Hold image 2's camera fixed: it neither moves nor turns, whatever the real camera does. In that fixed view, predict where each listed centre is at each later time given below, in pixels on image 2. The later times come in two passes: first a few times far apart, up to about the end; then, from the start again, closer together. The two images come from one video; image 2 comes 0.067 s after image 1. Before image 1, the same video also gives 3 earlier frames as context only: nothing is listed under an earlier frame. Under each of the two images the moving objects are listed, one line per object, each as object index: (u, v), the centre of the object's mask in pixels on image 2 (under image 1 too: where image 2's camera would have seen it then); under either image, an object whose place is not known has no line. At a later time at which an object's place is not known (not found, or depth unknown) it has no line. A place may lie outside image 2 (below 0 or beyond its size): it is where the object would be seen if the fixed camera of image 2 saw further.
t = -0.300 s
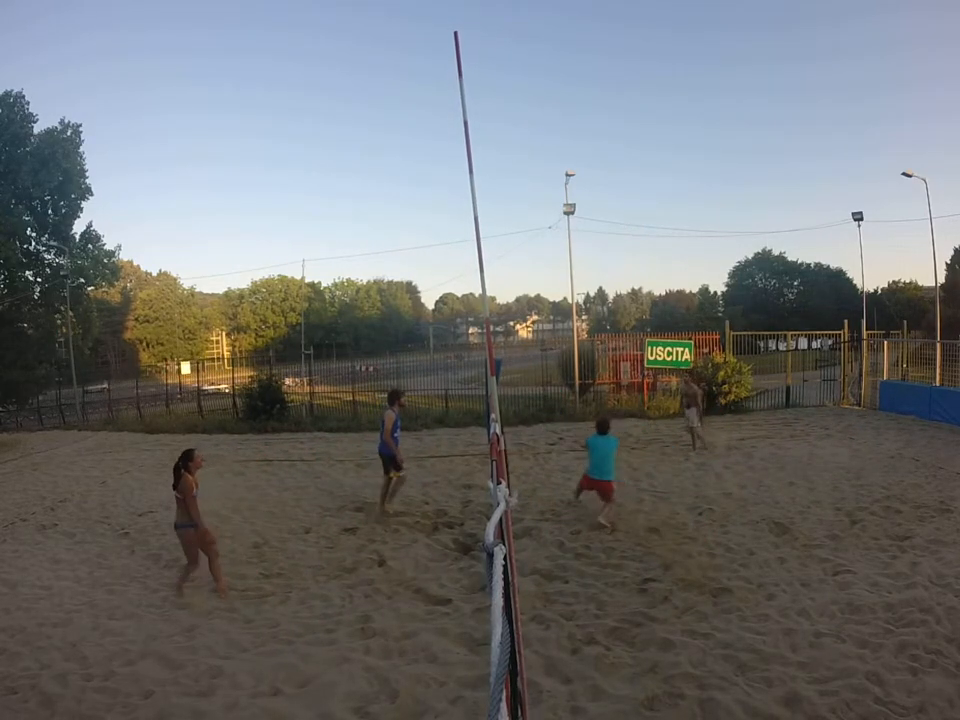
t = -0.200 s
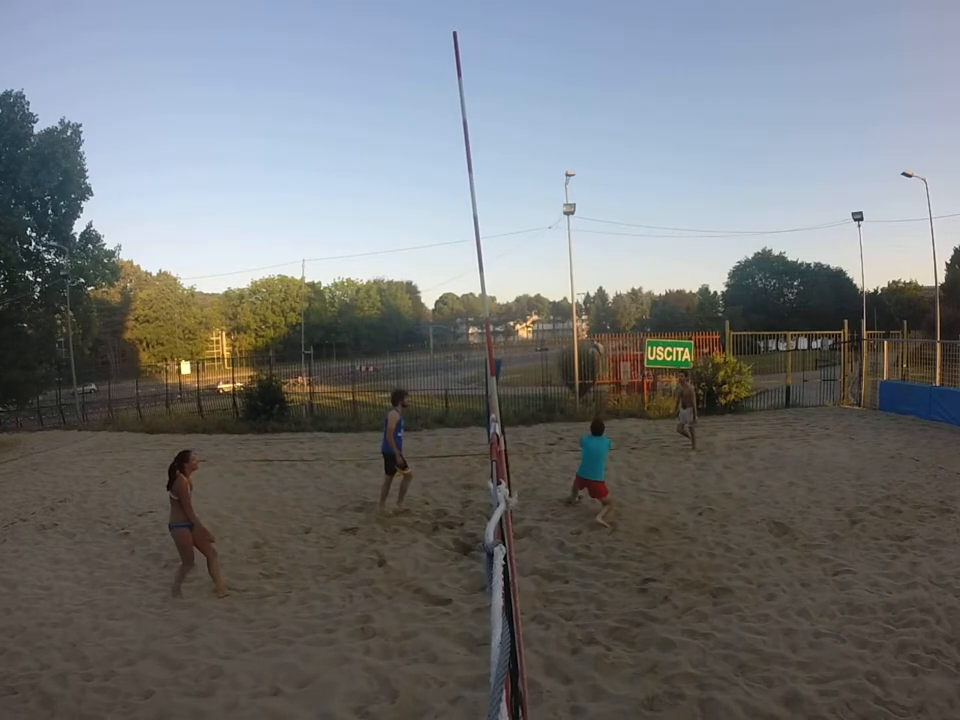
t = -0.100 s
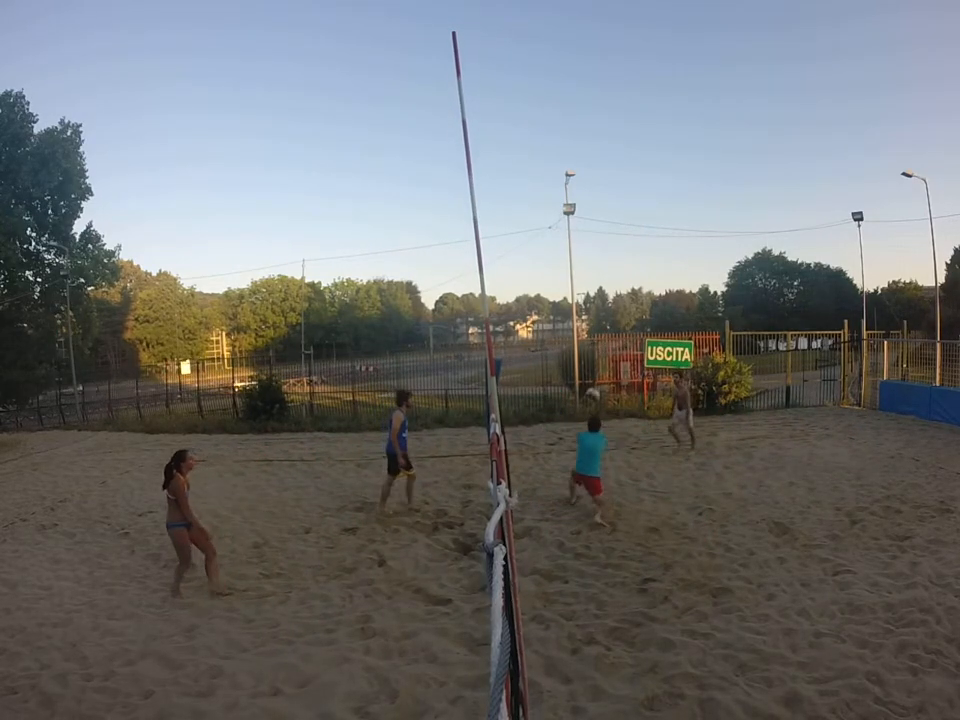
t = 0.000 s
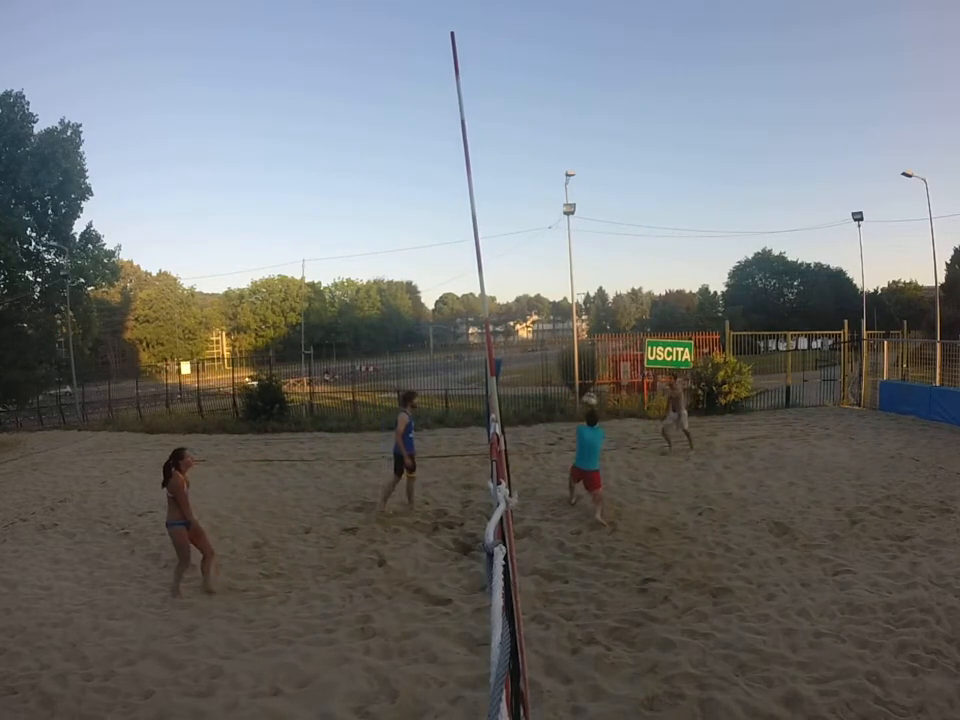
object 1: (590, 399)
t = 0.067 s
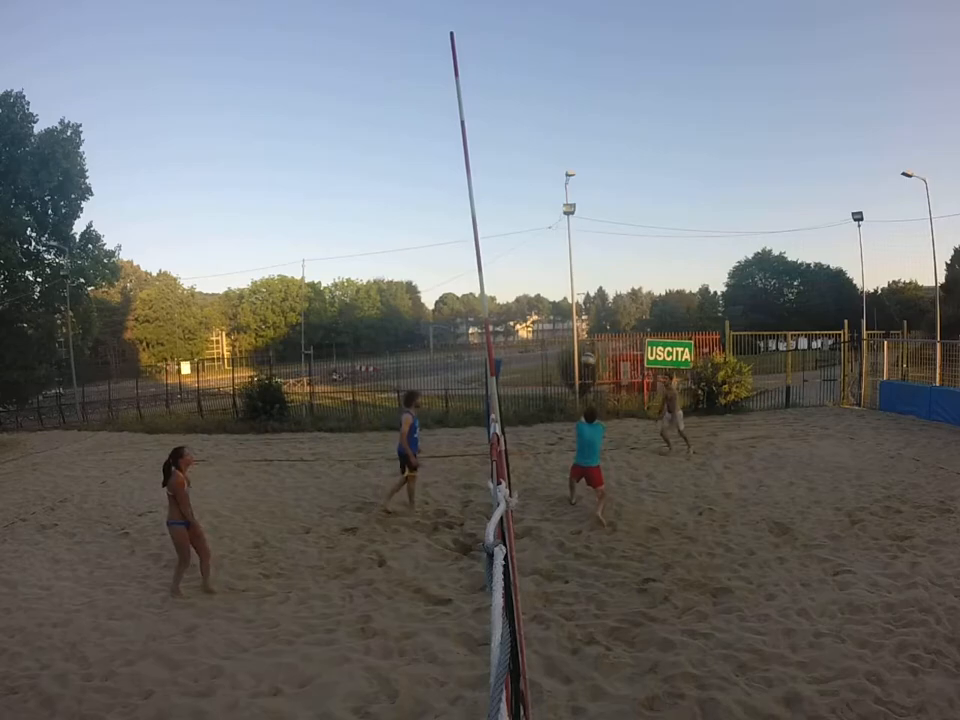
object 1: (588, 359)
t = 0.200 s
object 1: (584, 289)
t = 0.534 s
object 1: (579, 179)
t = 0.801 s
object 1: (578, 147)
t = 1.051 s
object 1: (579, 154)
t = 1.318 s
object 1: (584, 198)
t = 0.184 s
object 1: (585, 296)
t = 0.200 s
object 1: (584, 289)
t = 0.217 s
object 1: (584, 281)
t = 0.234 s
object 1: (584, 274)
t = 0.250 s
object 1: (583, 266)
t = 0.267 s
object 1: (583, 259)
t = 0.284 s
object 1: (583, 253)
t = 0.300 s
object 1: (582, 246)
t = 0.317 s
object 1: (582, 240)
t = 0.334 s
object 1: (582, 234)
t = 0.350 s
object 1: (582, 228)
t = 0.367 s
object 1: (581, 222)
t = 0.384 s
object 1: (581, 217)
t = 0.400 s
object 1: (581, 212)
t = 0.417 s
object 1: (581, 207)
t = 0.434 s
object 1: (581, 202)
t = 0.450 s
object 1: (580, 198)
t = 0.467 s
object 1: (580, 194)
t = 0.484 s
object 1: (579, 190)
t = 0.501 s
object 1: (579, 186)
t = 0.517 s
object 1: (579, 182)
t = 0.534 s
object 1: (579, 179)
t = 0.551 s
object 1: (579, 175)
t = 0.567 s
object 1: (579, 172)
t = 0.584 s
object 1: (578, 169)
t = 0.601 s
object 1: (578, 166)
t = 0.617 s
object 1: (578, 164)
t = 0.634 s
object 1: (578, 162)
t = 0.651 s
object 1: (578, 159)
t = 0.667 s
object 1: (578, 158)
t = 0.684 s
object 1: (577, 156)
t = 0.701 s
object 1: (577, 154)
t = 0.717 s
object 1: (577, 152)
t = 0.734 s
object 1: (577, 151)
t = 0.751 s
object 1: (577, 150)
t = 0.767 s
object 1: (578, 149)
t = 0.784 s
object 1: (577, 148)
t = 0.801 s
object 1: (578, 147)
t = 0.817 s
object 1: (578, 146)
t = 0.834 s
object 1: (578, 146)
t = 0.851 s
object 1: (578, 146)
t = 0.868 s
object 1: (578, 146)
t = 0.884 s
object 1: (578, 146)
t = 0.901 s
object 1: (578, 146)
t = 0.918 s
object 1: (578, 146)
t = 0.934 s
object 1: (578, 147)
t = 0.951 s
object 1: (578, 147)
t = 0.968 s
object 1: (578, 148)
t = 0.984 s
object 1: (579, 149)
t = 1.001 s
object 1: (579, 150)
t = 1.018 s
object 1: (579, 151)
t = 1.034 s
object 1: (579, 152)
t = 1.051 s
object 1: (579, 154)
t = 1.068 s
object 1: (579, 156)
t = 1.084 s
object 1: (580, 158)
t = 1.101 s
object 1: (580, 159)
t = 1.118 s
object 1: (580, 161)
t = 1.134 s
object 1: (581, 164)
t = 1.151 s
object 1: (581, 166)
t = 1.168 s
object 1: (581, 168)
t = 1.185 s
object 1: (581, 171)
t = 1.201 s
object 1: (582, 174)
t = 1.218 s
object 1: (582, 177)
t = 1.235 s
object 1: (582, 180)
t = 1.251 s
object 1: (583, 183)
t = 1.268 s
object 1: (583, 187)
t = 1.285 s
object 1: (583, 190)
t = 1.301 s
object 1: (584, 194)
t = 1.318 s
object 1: (584, 198)
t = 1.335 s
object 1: (585, 202)
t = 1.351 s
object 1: (585, 206)
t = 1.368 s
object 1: (585, 210)
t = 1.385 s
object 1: (586, 214)
